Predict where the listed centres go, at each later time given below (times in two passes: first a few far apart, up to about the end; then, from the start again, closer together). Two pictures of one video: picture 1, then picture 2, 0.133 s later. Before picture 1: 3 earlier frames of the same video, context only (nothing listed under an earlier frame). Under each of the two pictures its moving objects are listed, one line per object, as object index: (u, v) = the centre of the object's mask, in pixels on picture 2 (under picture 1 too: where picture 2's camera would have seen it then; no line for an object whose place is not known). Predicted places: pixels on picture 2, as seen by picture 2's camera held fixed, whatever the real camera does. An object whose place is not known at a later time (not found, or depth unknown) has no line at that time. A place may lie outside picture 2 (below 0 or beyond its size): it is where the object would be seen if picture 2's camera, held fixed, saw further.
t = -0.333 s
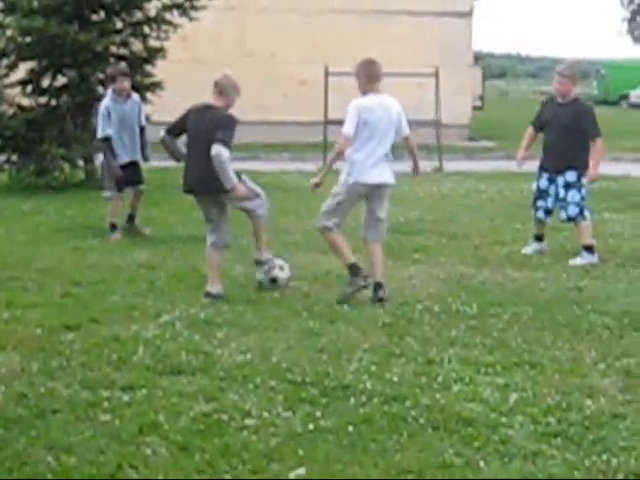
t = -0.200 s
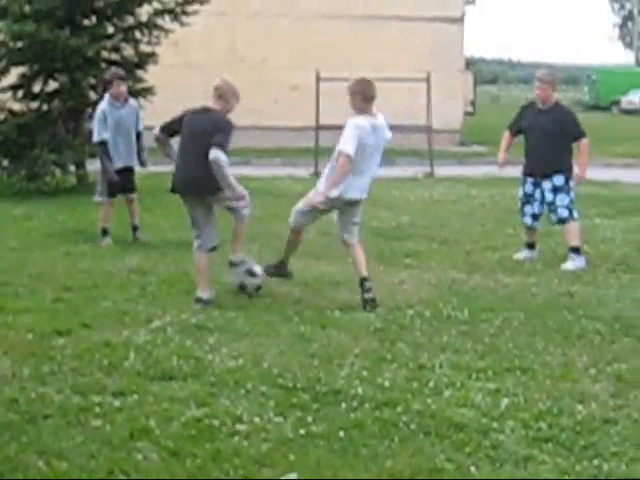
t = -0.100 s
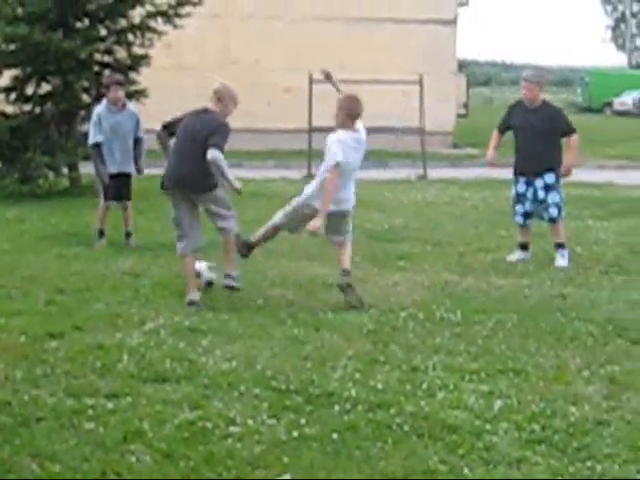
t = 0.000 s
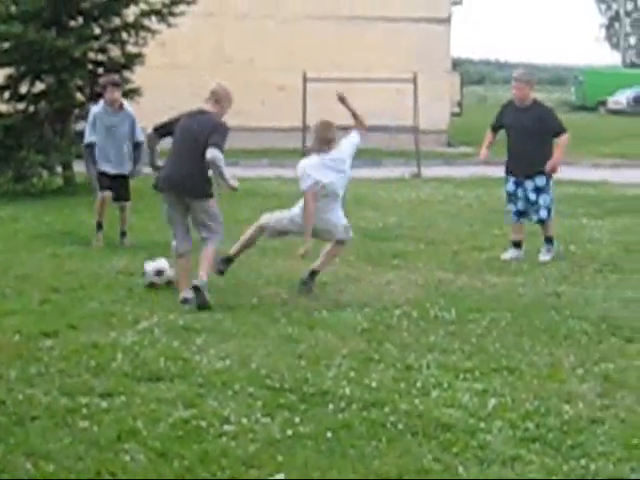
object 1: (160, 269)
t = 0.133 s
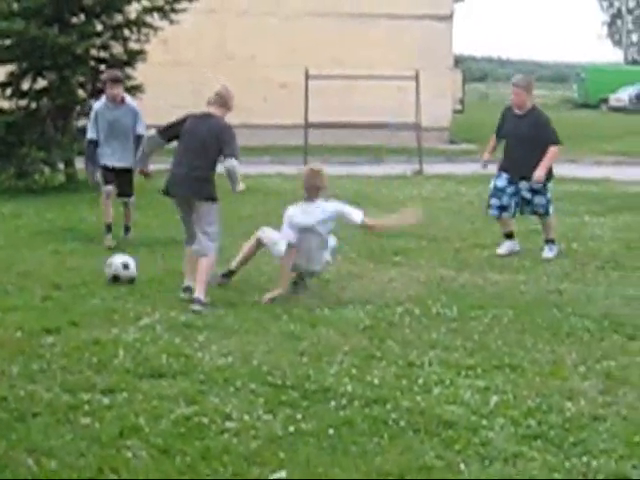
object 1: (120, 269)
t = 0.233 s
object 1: (90, 267)
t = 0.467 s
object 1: (31, 263)
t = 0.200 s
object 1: (100, 268)
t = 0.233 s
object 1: (90, 267)
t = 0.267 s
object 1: (81, 266)
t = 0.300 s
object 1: (73, 266)
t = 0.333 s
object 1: (64, 264)
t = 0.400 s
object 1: (46, 263)
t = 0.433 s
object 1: (38, 264)
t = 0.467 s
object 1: (31, 263)
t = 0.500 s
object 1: (24, 261)
